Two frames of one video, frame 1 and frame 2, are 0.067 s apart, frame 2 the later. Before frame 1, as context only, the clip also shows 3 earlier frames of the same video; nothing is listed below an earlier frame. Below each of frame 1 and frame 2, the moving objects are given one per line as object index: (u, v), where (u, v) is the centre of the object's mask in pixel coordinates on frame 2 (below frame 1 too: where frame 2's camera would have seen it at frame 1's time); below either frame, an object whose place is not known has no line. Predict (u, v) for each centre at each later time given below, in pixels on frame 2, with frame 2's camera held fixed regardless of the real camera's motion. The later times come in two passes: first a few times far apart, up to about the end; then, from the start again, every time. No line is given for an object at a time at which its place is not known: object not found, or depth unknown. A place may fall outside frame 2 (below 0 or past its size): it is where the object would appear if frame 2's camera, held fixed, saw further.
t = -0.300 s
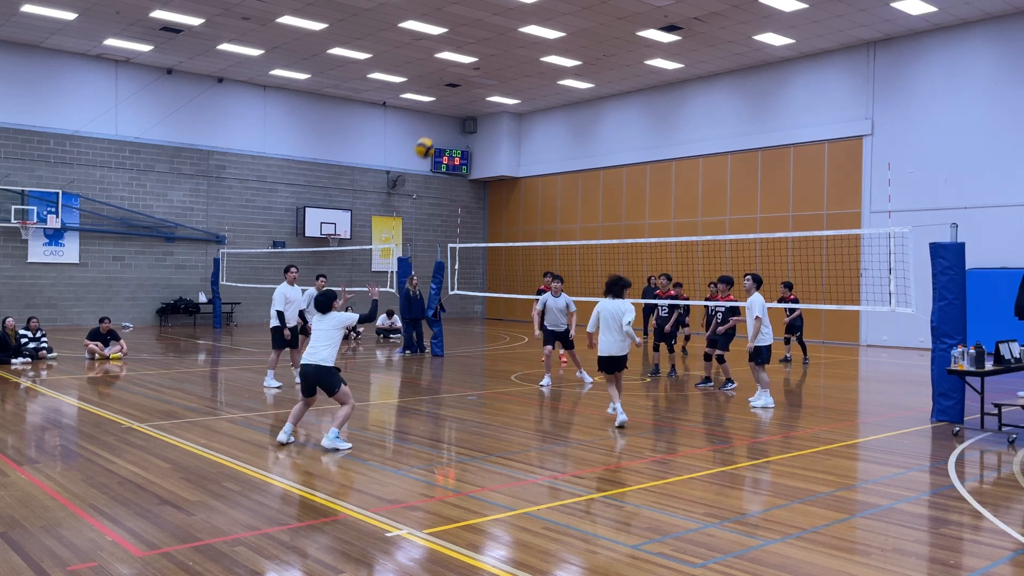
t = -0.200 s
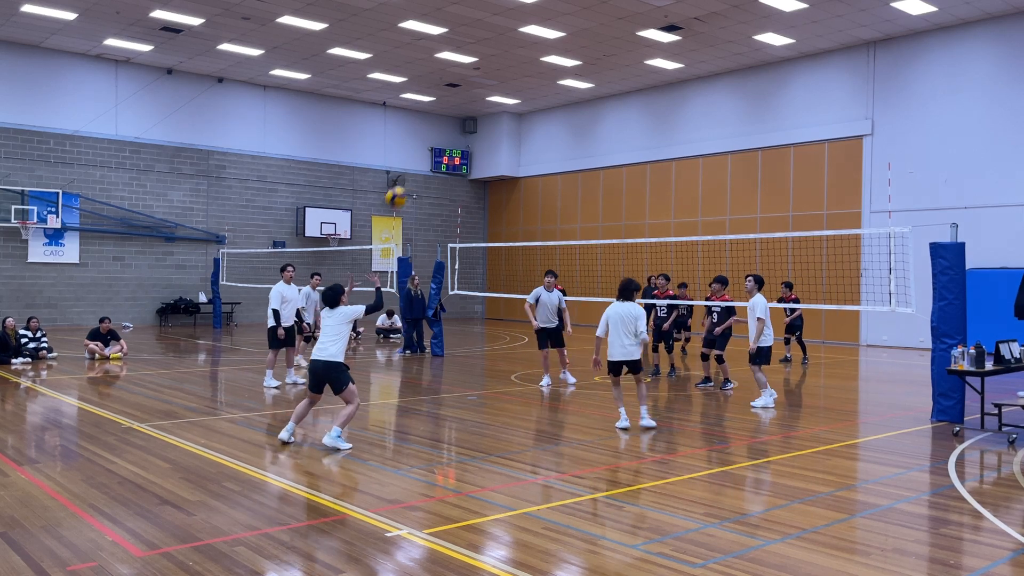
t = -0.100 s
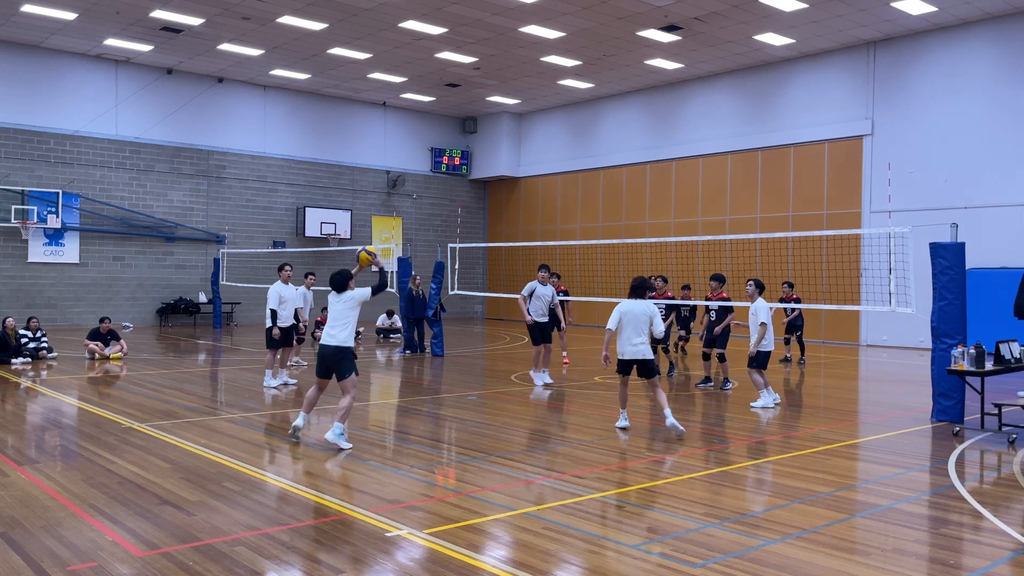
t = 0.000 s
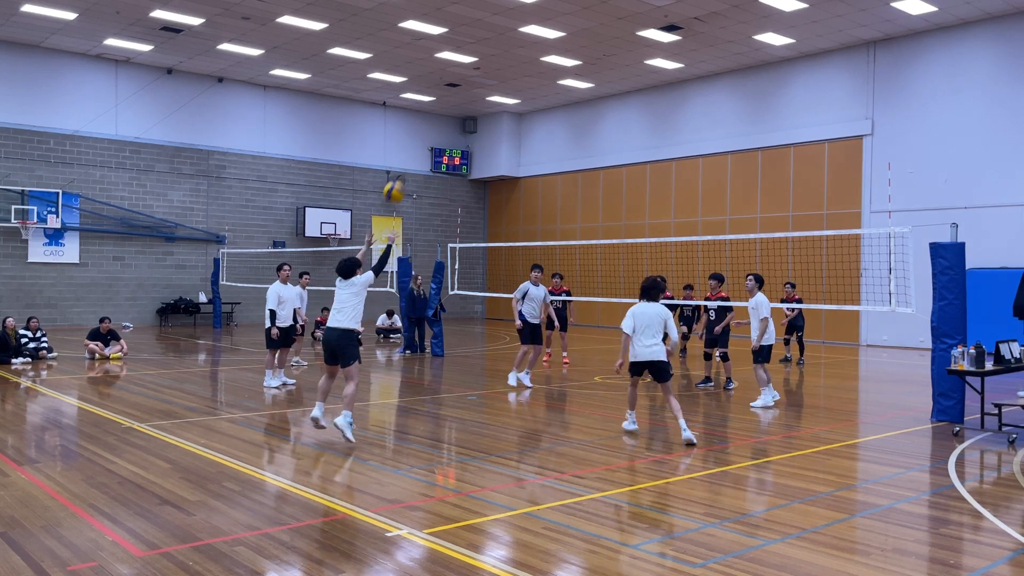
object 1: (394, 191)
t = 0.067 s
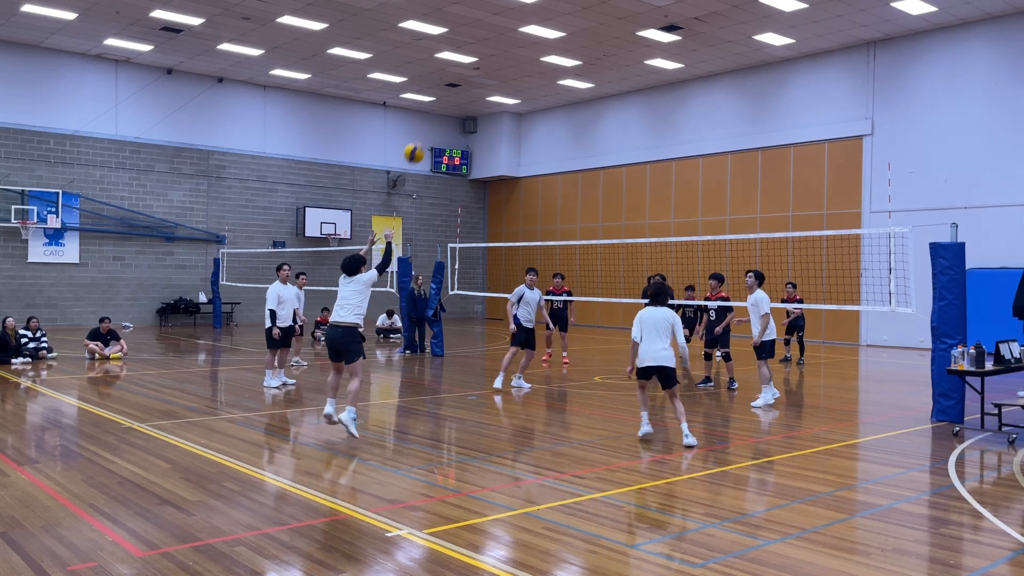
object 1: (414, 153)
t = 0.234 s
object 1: (458, 80)
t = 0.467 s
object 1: (512, 32)
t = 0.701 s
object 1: (555, 33)
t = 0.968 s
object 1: (596, 81)
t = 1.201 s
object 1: (623, 157)
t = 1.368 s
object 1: (639, 224)
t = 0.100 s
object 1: (423, 135)
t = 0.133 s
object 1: (433, 119)
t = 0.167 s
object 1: (442, 105)
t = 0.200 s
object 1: (451, 92)
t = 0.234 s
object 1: (458, 80)
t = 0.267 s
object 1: (467, 71)
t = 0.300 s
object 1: (476, 61)
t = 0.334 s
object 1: (484, 53)
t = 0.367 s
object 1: (491, 46)
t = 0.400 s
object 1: (498, 41)
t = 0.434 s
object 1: (505, 36)
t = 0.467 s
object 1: (512, 32)
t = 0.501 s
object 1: (518, 30)
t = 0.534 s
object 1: (525, 28)
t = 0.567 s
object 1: (531, 27)
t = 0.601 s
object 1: (537, 28)
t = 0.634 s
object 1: (544, 28)
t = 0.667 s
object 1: (549, 30)
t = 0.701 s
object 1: (555, 33)
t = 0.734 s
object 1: (561, 36)
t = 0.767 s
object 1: (566, 41)
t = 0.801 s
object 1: (571, 45)
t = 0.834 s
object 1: (577, 51)
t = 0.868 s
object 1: (582, 57)
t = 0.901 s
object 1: (587, 65)
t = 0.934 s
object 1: (591, 73)
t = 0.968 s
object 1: (596, 81)
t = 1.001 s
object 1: (601, 90)
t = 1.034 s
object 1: (604, 100)
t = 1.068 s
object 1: (609, 110)
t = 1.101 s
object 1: (613, 121)
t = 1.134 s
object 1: (616, 132)
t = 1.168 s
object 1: (620, 144)
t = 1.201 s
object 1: (623, 157)
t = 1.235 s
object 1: (627, 170)
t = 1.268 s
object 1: (630, 183)
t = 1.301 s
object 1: (633, 196)
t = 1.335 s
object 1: (637, 210)
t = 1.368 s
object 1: (639, 224)
